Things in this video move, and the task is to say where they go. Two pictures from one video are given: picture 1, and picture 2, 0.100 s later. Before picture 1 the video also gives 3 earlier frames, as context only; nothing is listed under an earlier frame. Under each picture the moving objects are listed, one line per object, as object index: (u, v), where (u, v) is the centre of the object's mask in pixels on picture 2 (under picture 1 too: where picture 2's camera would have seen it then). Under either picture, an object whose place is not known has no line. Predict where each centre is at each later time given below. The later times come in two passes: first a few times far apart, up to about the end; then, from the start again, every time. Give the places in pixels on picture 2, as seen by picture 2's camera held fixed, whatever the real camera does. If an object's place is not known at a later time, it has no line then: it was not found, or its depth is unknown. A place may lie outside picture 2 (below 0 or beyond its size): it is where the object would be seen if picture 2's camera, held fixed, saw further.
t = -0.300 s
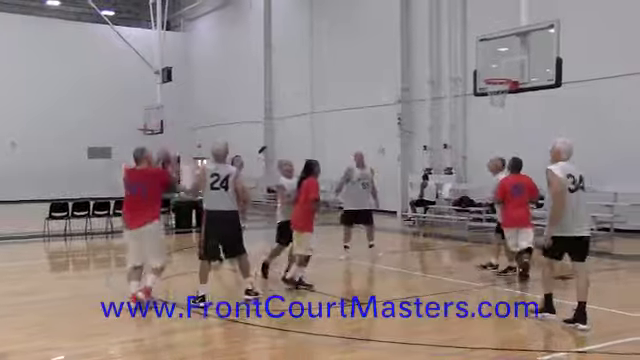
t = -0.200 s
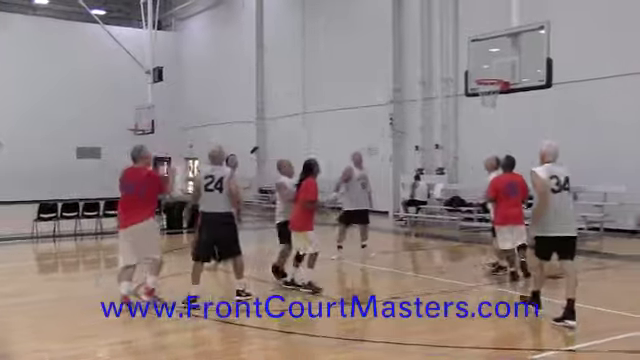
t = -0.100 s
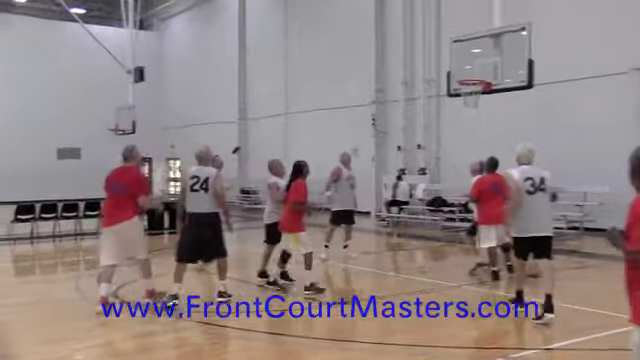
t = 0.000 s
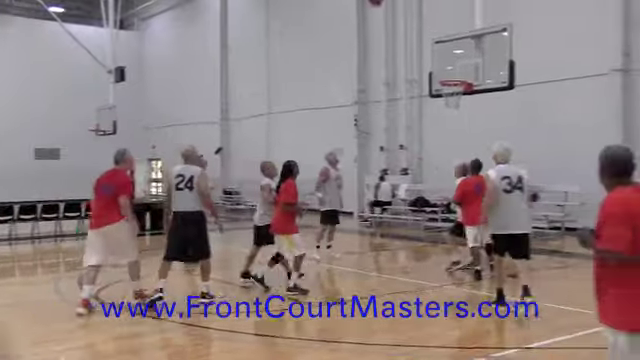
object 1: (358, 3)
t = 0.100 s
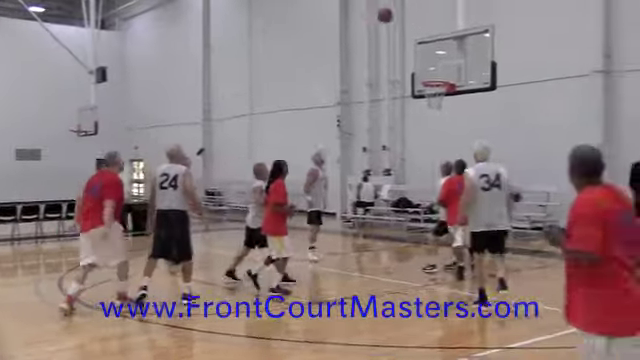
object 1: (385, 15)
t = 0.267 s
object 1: (425, 52)
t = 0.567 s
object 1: (424, 58)
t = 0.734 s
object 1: (399, 55)
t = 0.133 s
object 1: (394, 22)
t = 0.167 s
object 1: (402, 28)
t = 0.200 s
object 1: (410, 36)
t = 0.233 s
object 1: (417, 44)
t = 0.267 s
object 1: (425, 52)
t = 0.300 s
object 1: (432, 61)
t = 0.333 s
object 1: (440, 70)
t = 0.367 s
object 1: (444, 75)
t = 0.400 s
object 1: (441, 71)
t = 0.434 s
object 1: (438, 68)
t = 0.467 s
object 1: (435, 65)
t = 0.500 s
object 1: (433, 63)
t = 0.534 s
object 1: (428, 60)
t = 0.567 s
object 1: (424, 58)
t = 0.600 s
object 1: (419, 56)
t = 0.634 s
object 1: (414, 55)
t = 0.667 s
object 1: (409, 54)
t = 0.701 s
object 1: (404, 54)
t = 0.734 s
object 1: (399, 55)
